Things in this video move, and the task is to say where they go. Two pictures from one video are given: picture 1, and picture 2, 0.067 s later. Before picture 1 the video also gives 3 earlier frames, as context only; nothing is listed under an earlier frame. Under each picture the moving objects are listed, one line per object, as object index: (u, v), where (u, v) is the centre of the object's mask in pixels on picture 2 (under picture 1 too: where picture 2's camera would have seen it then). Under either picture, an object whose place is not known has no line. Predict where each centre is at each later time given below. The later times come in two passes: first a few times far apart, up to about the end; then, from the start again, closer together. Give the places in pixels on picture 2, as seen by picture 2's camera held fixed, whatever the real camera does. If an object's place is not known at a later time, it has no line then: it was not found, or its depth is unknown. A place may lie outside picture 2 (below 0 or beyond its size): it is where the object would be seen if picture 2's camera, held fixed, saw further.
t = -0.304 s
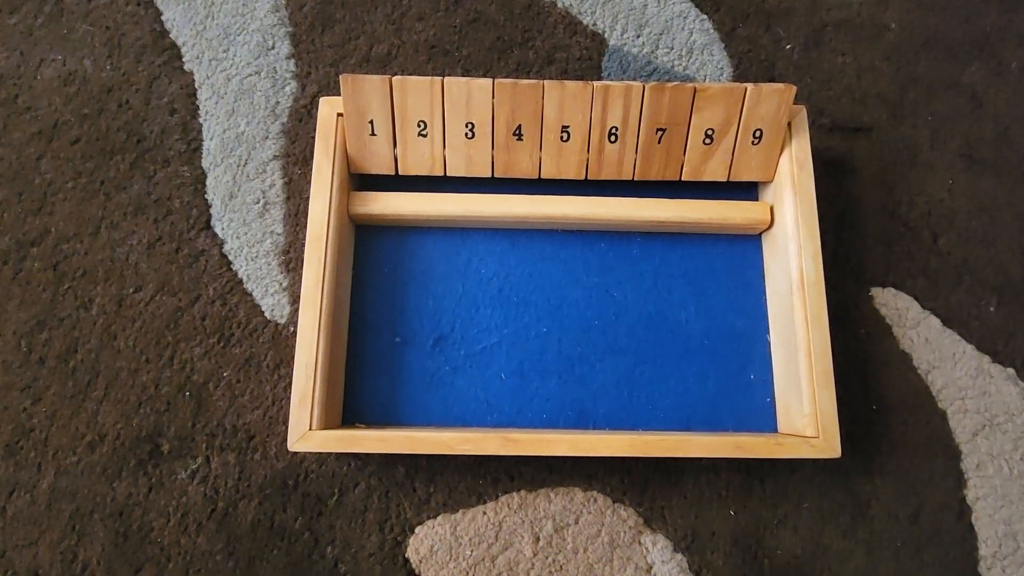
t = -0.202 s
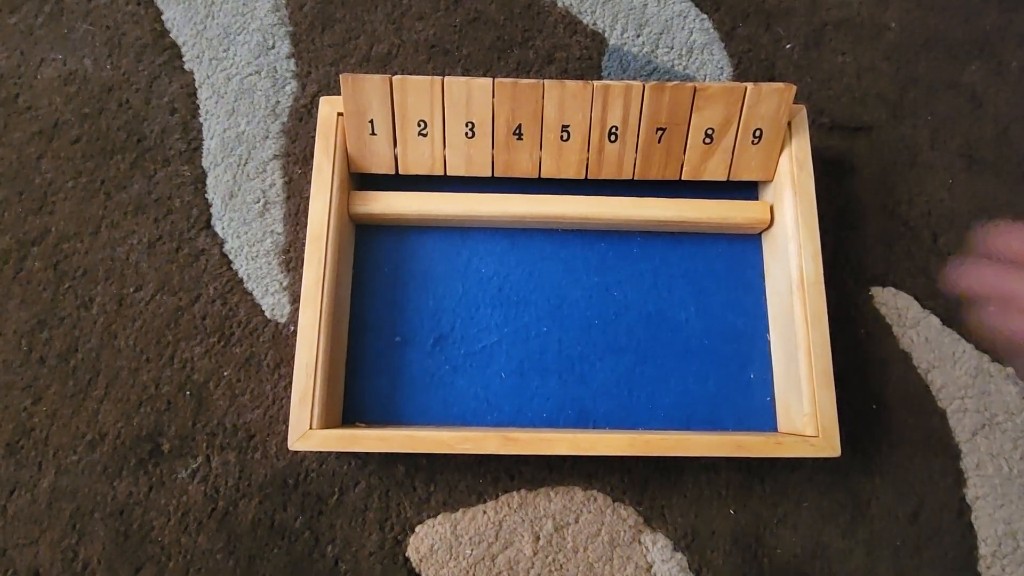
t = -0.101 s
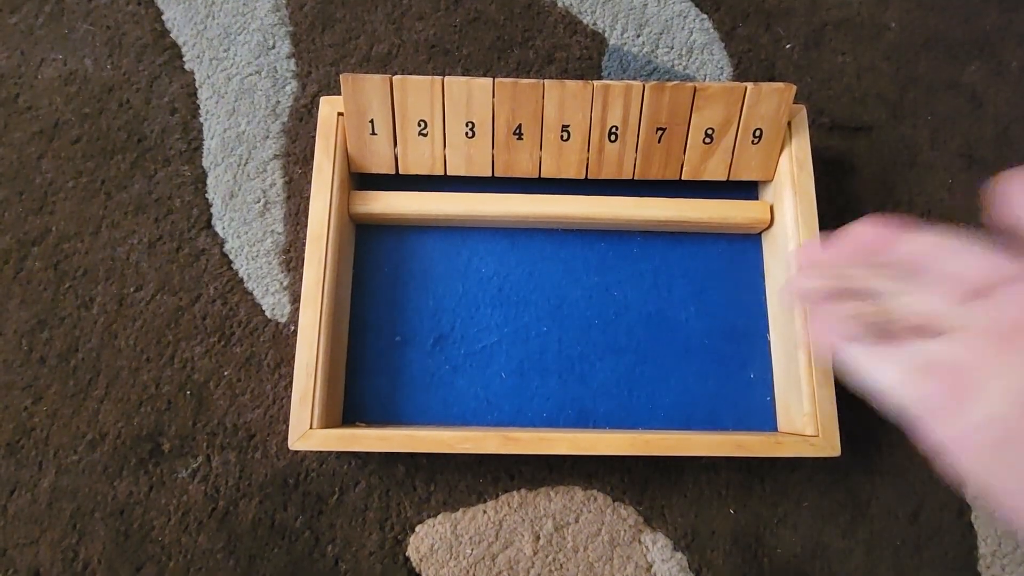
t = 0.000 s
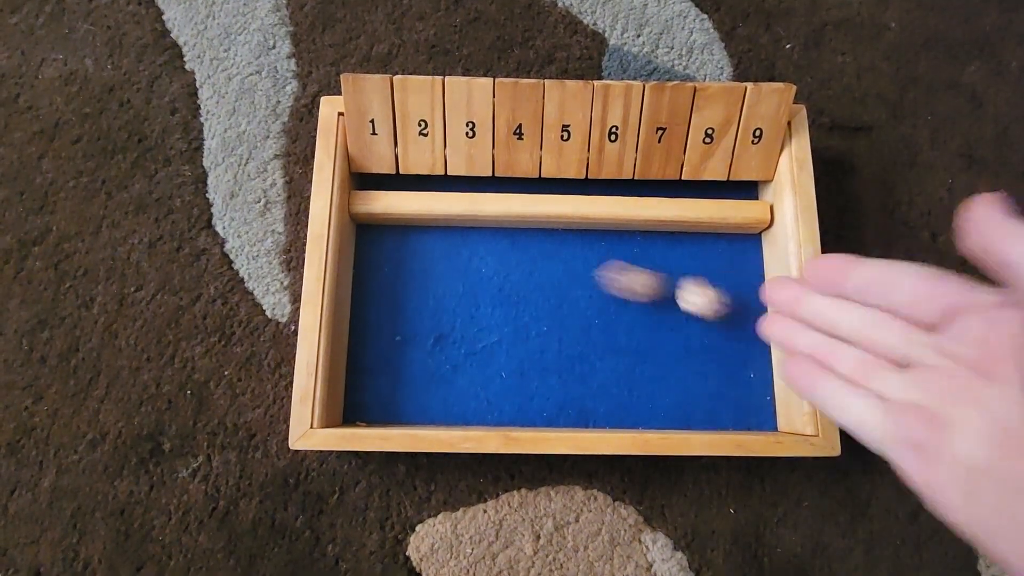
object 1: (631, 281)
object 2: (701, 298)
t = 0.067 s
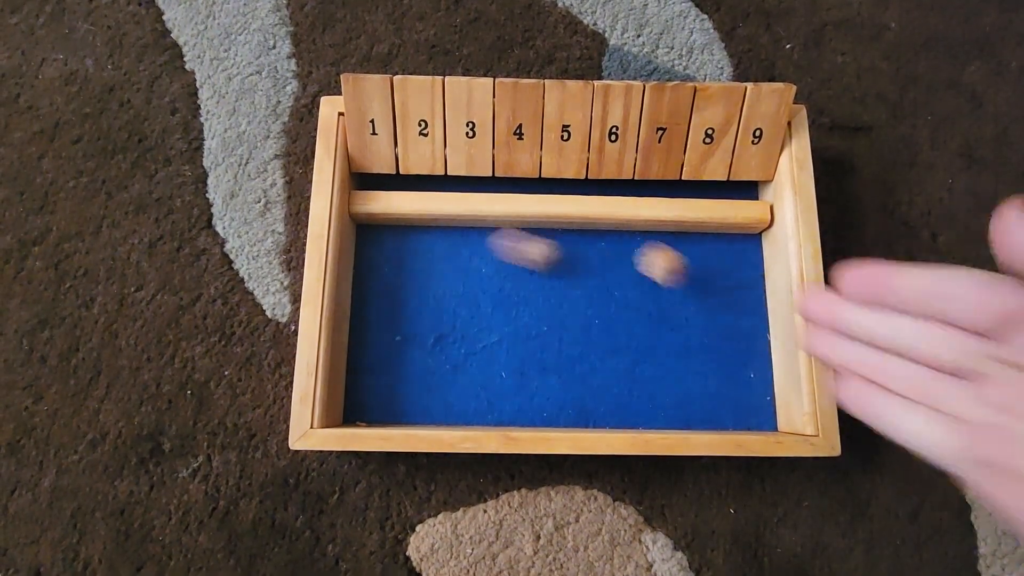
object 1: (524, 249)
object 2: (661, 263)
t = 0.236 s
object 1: (405, 247)
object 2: (608, 264)
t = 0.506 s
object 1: (504, 260)
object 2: (600, 285)
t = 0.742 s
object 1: (503, 261)
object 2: (601, 285)
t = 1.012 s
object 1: (503, 261)
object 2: (601, 285)
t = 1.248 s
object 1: (503, 261)
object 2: (601, 285)
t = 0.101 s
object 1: (471, 240)
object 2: (638, 252)
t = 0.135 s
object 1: (421, 244)
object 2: (625, 244)
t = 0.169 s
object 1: (376, 248)
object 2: (617, 254)
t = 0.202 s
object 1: (379, 246)
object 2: (611, 262)
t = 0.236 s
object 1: (405, 247)
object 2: (608, 264)
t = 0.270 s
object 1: (430, 246)
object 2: (607, 265)
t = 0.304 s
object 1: (448, 241)
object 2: (606, 267)
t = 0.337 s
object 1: (467, 237)
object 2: (605, 270)
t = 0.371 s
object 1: (485, 242)
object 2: (604, 272)
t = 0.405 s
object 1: (495, 247)
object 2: (603, 277)
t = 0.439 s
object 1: (503, 253)
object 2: (601, 282)
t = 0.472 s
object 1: (504, 256)
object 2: (598, 286)
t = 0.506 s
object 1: (504, 260)
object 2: (600, 285)
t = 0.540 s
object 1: (503, 261)
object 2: (602, 285)
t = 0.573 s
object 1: (503, 262)
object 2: (601, 285)
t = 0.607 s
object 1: (503, 261)
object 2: (600, 285)
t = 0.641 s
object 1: (503, 262)
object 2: (601, 285)
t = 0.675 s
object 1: (503, 262)
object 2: (601, 285)
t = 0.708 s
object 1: (503, 262)
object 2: (601, 285)
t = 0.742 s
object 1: (503, 261)
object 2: (601, 285)
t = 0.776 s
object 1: (503, 261)
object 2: (601, 285)
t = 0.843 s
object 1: (503, 262)
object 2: (601, 285)
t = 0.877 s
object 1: (503, 262)
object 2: (601, 285)
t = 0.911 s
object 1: (503, 261)
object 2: (601, 285)
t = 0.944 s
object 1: (503, 261)
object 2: (601, 285)
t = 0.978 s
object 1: (503, 261)
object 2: (601, 285)
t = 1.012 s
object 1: (503, 261)
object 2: (601, 285)
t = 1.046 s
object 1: (503, 261)
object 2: (601, 285)
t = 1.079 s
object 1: (503, 261)
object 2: (601, 285)
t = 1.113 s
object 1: (503, 261)
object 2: (601, 285)
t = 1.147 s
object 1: (503, 261)
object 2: (601, 285)
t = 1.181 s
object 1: (503, 261)
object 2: (601, 285)
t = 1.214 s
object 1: (503, 261)
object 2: (601, 285)
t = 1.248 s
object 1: (503, 261)
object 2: (601, 285)
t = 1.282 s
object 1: (503, 261)
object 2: (601, 285)
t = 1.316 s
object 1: (503, 261)
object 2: (601, 285)
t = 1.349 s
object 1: (503, 261)
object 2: (601, 285)
